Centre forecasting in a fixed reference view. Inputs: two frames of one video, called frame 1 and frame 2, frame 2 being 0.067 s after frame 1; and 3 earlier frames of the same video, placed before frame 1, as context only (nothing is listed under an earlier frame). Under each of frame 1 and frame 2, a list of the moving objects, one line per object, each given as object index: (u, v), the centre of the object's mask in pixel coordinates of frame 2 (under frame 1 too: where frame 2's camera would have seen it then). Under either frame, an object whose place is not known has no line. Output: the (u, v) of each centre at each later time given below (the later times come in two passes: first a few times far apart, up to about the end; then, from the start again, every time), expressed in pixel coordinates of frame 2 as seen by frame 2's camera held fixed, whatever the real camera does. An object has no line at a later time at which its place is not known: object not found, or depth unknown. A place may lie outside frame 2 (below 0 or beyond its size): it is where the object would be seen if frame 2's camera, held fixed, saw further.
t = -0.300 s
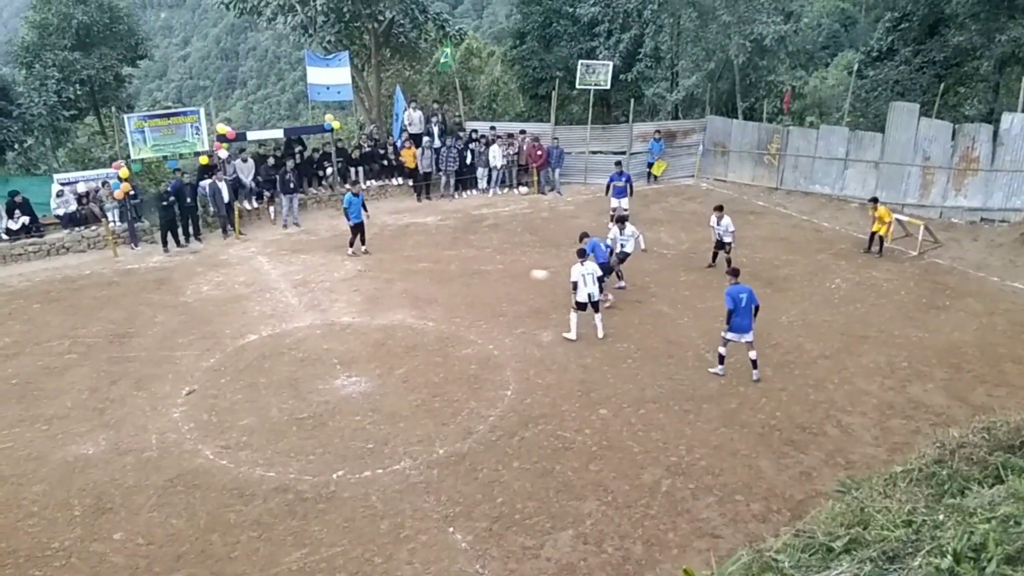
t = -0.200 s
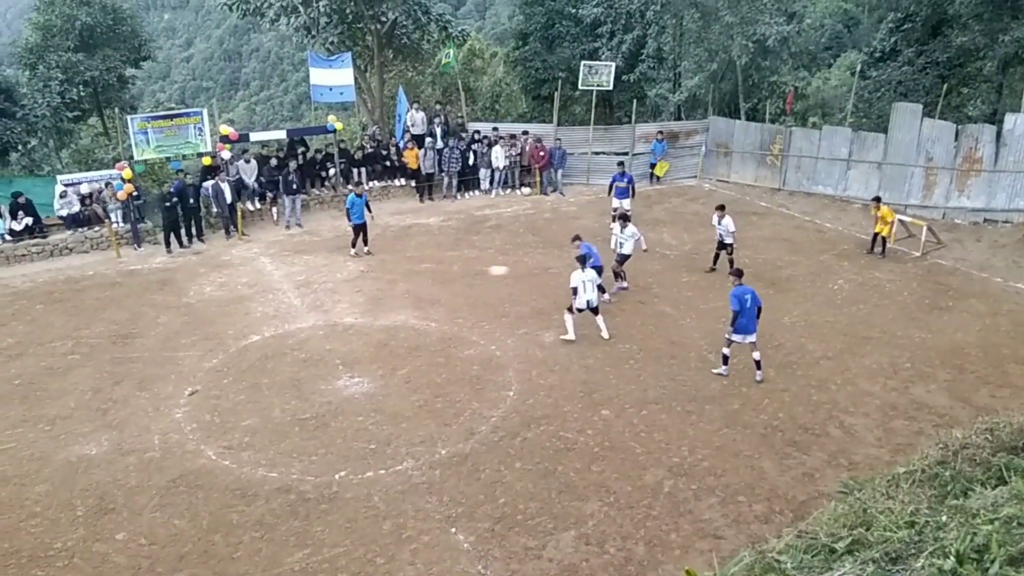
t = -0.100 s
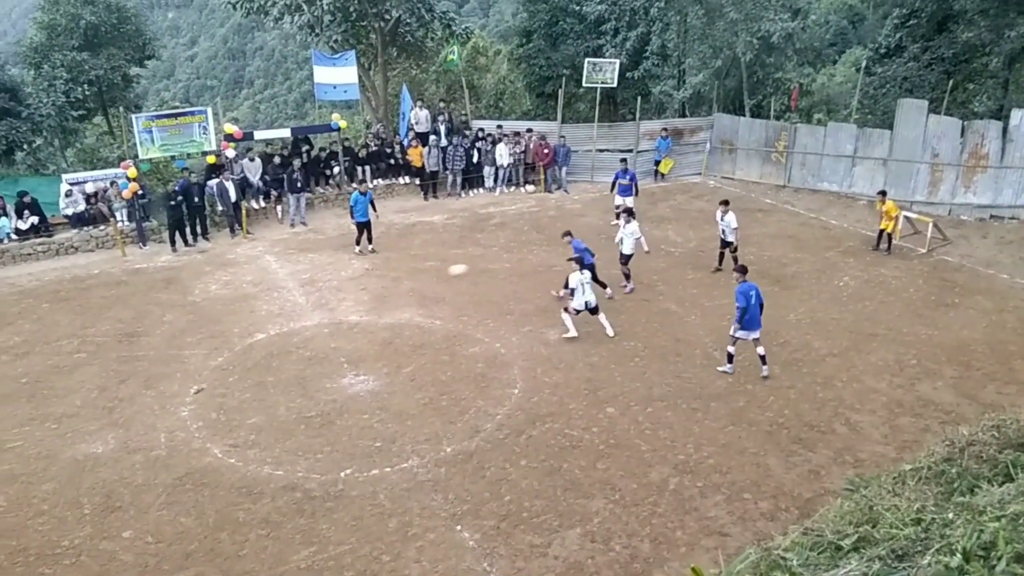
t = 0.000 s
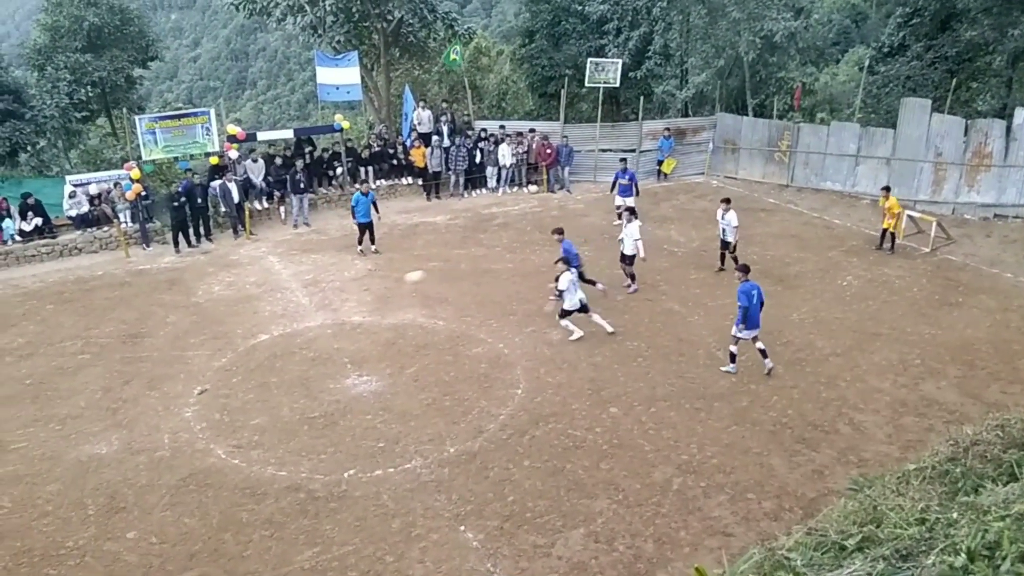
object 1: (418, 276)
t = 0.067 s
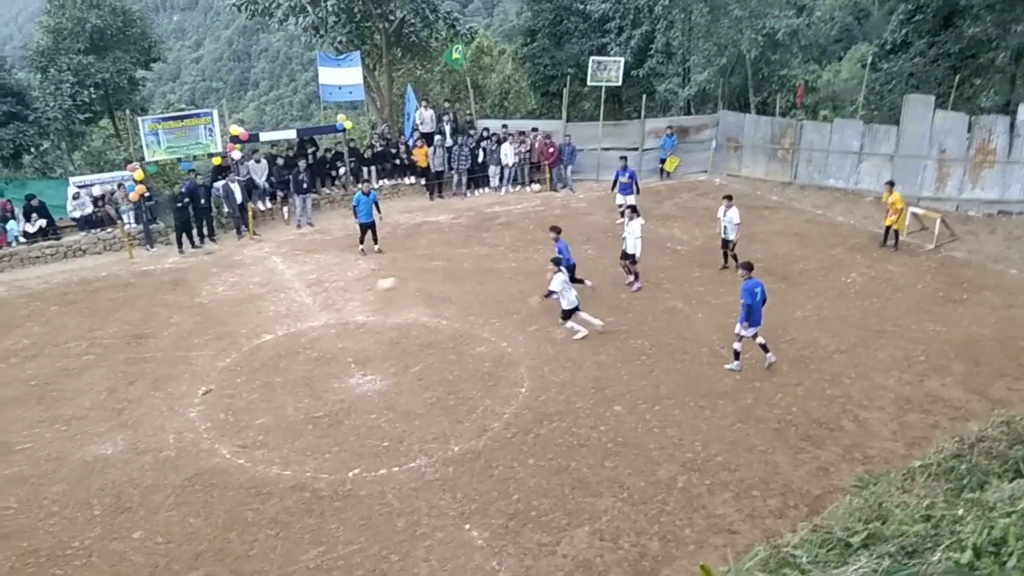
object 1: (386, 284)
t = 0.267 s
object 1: (290, 323)
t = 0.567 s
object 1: (164, 339)
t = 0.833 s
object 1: (64, 362)
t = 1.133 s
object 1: (-58, 377)
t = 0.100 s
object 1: (371, 289)
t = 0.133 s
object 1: (355, 294)
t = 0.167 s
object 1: (338, 301)
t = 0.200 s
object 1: (322, 307)
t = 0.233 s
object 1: (306, 315)
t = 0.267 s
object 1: (290, 323)
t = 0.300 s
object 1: (272, 332)
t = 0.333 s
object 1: (259, 341)
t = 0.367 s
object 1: (242, 349)
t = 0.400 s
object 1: (228, 345)
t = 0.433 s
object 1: (216, 343)
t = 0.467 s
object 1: (202, 340)
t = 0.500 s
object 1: (190, 339)
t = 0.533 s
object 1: (177, 338)
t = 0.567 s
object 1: (164, 339)
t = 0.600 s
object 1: (152, 339)
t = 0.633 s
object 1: (139, 341)
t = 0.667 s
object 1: (126, 343)
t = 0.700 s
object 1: (114, 345)
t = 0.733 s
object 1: (101, 349)
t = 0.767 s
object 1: (89, 352)
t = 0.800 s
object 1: (76, 357)
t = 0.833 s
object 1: (64, 362)
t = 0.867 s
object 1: (51, 368)
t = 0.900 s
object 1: (40, 375)
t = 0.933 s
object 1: (28, 381)
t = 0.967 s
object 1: (14, 380)
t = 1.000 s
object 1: (-1, 377)
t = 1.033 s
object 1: (-16, 375)
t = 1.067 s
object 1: (-30, 375)
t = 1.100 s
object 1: (-43, 376)
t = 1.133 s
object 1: (-58, 377)
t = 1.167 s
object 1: (-72, 378)
